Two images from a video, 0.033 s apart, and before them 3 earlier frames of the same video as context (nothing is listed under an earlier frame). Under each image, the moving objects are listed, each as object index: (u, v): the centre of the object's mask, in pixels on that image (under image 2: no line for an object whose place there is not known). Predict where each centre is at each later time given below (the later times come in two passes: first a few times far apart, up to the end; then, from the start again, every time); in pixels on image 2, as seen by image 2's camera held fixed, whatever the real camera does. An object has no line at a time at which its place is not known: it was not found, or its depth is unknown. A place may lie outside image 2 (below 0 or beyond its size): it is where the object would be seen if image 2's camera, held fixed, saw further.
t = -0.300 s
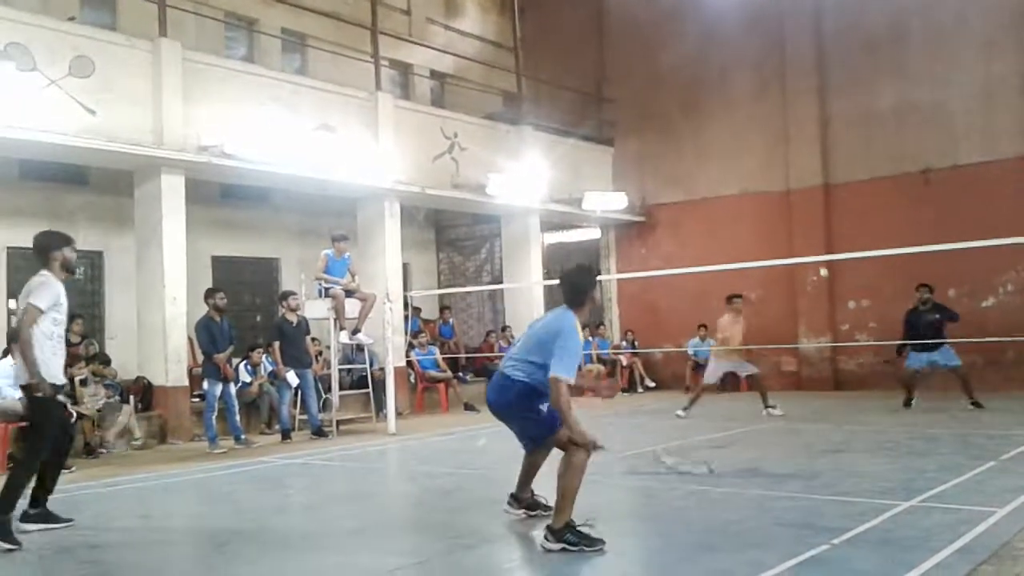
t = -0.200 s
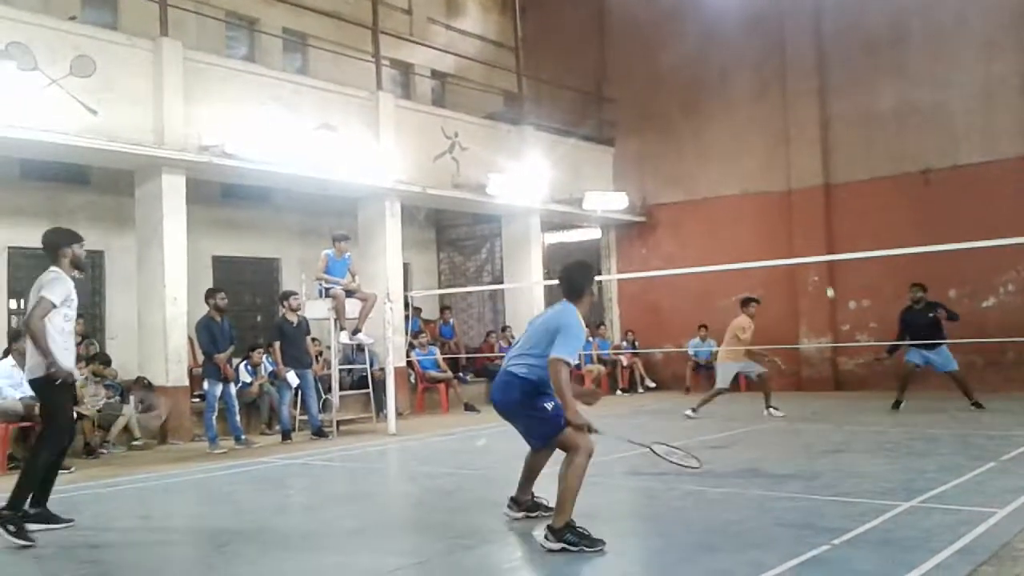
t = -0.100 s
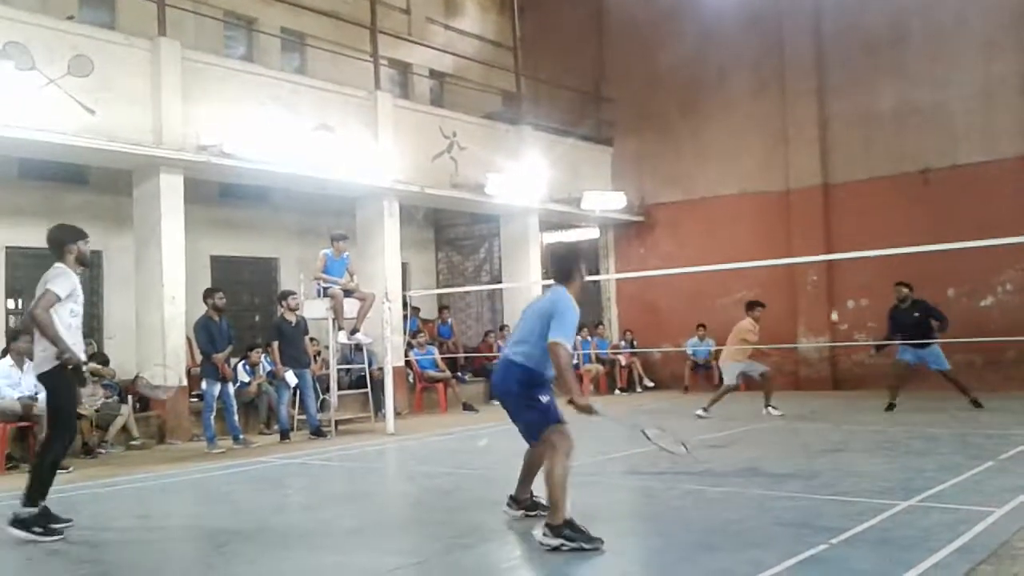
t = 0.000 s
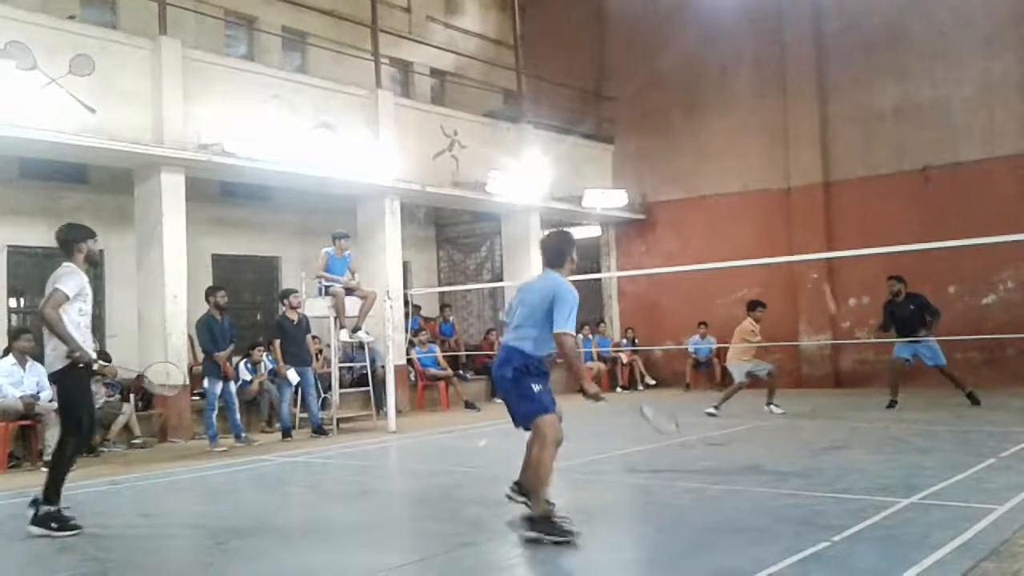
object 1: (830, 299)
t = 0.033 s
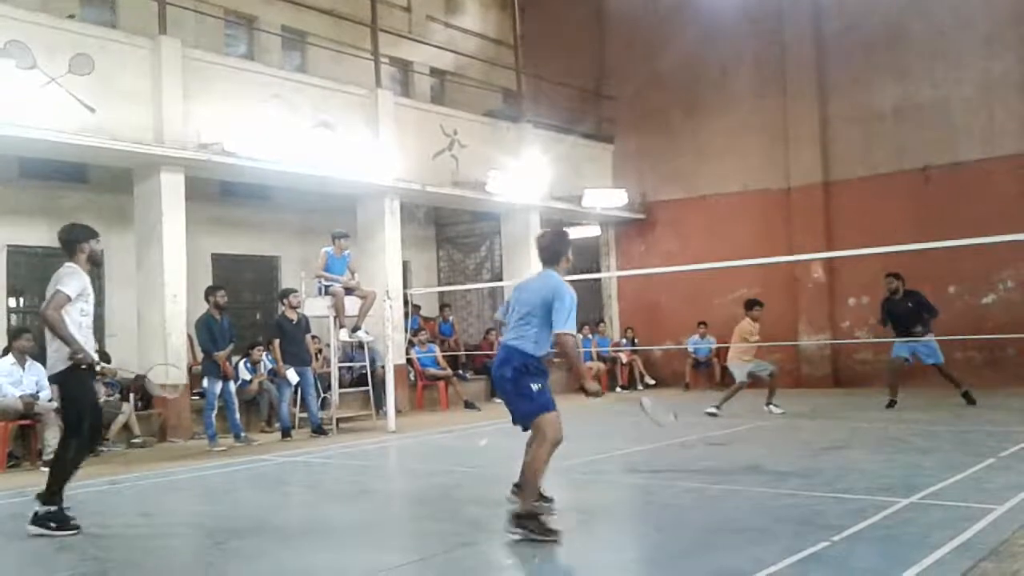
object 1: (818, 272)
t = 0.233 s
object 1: (773, 155)
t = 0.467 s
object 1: (725, 87)
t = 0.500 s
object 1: (718, 83)
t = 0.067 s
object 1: (809, 245)
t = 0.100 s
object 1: (803, 225)
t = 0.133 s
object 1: (796, 205)
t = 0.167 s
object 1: (788, 187)
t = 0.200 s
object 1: (780, 170)
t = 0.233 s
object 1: (773, 155)
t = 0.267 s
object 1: (766, 141)
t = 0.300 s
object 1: (760, 129)
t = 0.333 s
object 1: (753, 117)
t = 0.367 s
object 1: (746, 107)
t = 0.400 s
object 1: (740, 99)
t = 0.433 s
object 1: (732, 92)
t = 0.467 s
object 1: (725, 87)
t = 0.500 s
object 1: (718, 83)
